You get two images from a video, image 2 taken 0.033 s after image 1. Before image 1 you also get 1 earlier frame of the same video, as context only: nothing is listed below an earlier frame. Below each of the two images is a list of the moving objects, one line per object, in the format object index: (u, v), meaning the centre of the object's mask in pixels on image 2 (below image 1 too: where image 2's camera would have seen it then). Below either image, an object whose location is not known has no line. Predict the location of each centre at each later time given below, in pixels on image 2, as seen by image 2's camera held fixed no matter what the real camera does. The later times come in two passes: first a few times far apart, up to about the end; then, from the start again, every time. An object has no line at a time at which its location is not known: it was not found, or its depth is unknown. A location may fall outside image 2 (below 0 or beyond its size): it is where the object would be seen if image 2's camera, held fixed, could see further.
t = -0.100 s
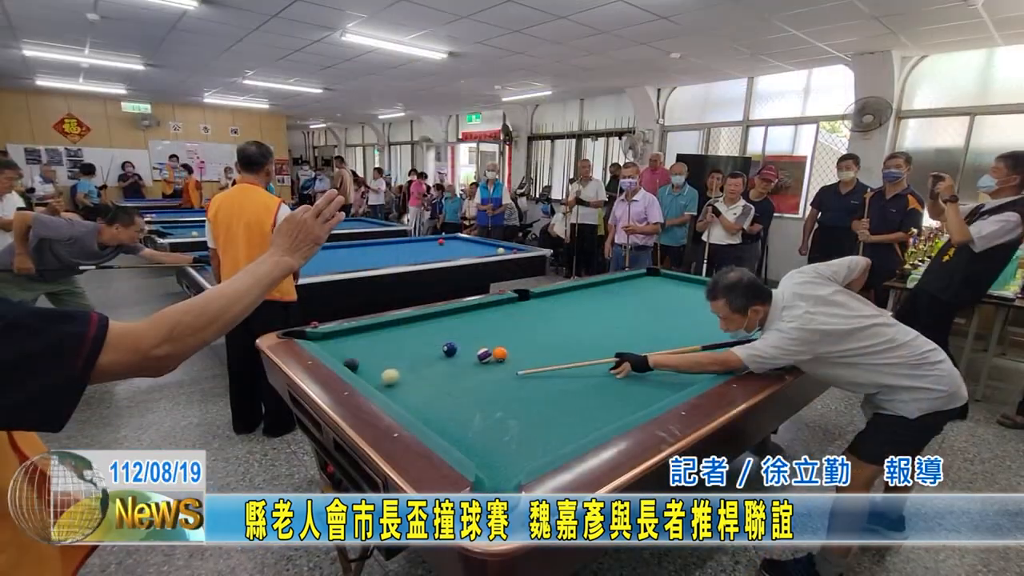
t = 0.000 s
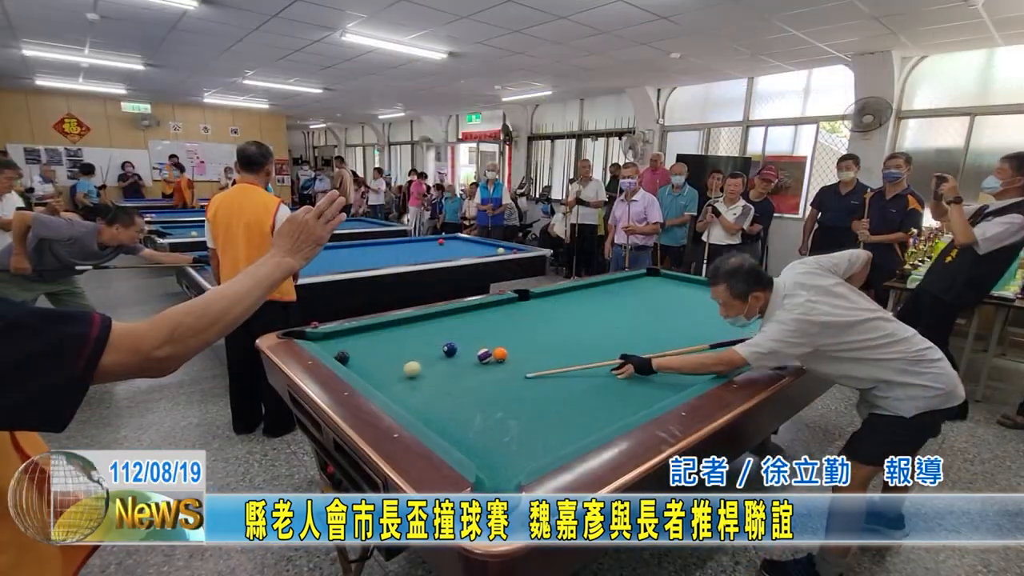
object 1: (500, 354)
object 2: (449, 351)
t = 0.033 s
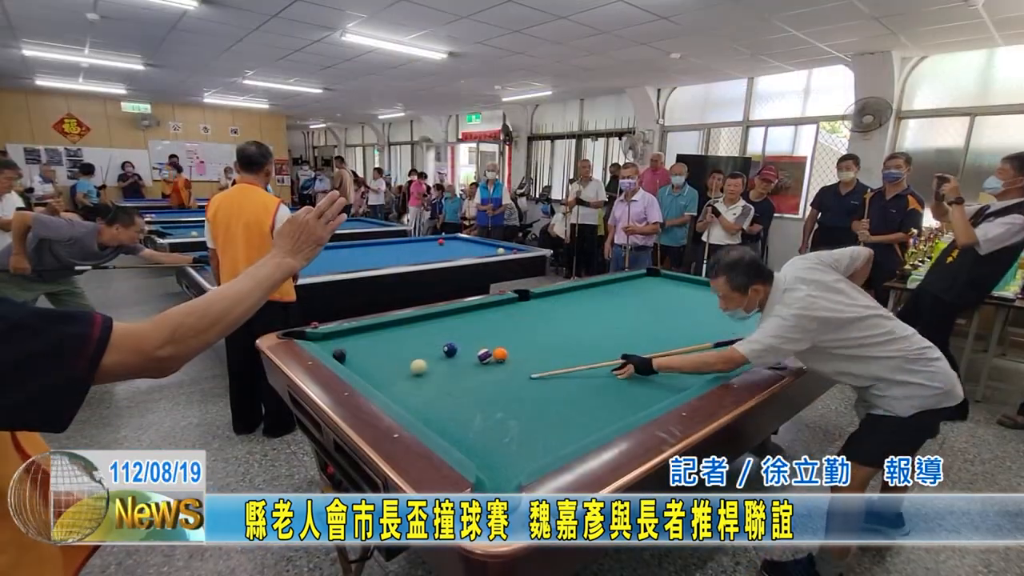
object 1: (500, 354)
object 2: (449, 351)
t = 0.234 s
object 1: (500, 354)
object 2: (450, 345)
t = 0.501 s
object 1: (504, 354)
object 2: (456, 339)
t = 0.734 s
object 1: (511, 354)
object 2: (459, 333)
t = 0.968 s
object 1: (518, 355)
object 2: (462, 327)
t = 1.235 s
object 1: (524, 355)
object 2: (465, 322)
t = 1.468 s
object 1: (529, 355)
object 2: (468, 317)
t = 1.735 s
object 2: (469, 312)
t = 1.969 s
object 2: (475, 311)
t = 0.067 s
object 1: (500, 354)
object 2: (449, 351)
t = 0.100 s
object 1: (500, 354)
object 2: (449, 351)
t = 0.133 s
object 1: (500, 354)
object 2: (450, 350)
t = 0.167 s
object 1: (500, 354)
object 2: (451, 349)
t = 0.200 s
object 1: (500, 354)
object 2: (451, 346)
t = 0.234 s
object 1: (500, 354)
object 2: (450, 345)
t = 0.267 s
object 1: (501, 354)
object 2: (450, 346)
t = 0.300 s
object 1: (501, 354)
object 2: (452, 345)
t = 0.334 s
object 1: (501, 354)
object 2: (453, 344)
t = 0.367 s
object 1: (501, 354)
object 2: (454, 343)
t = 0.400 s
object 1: (501, 354)
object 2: (454, 342)
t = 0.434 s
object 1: (502, 354)
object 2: (455, 341)
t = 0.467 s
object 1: (503, 354)
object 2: (455, 340)
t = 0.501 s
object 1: (504, 354)
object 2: (456, 339)
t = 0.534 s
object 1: (505, 354)
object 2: (456, 338)
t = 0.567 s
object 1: (506, 354)
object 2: (457, 337)
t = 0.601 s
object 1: (507, 354)
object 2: (457, 336)
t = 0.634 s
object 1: (508, 354)
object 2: (458, 335)
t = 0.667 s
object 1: (509, 355)
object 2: (458, 334)
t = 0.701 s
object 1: (510, 354)
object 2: (459, 333)
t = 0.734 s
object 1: (511, 354)
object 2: (459, 333)
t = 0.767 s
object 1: (513, 354)
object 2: (460, 332)
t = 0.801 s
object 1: (514, 355)
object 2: (460, 331)
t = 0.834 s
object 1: (514, 354)
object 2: (461, 330)
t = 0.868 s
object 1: (515, 355)
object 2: (461, 329)
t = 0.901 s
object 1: (516, 355)
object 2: (461, 329)
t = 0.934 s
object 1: (517, 355)
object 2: (462, 328)
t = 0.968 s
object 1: (518, 355)
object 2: (462, 327)
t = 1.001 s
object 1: (519, 355)
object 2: (463, 327)
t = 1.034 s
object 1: (520, 355)
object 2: (463, 325)
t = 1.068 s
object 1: (520, 355)
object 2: (463, 325)
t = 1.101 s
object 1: (521, 355)
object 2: (464, 324)
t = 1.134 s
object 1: (522, 355)
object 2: (464, 324)
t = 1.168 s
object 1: (523, 355)
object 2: (465, 323)
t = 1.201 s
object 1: (524, 355)
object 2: (465, 322)
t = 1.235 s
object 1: (524, 355)
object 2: (465, 322)
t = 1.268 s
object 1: (525, 355)
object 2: (466, 321)
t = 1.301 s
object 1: (525, 355)
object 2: (466, 320)
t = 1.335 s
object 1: (526, 355)
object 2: (466, 320)
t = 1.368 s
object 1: (527, 355)
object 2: (466, 319)
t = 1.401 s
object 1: (527, 355)
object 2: (467, 318)
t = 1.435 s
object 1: (528, 355)
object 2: (467, 317)
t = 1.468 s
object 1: (529, 355)
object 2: (468, 317)
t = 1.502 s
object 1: (529, 355)
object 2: (468, 316)
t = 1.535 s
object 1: (529, 355)
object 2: (468, 315)
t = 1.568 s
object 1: (530, 355)
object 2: (468, 314)
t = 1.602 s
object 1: (530, 355)
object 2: (469, 314)
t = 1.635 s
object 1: (531, 355)
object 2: (469, 314)
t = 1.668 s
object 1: (531, 355)
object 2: (469, 313)
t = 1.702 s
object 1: (532, 355)
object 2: (469, 312)
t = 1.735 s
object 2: (469, 312)
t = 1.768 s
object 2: (469, 311)
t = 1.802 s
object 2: (469, 311)
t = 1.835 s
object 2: (471, 311)
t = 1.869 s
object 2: (471, 311)
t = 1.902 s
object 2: (473, 310)
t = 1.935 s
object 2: (474, 311)
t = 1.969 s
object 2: (475, 311)
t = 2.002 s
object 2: (476, 310)
